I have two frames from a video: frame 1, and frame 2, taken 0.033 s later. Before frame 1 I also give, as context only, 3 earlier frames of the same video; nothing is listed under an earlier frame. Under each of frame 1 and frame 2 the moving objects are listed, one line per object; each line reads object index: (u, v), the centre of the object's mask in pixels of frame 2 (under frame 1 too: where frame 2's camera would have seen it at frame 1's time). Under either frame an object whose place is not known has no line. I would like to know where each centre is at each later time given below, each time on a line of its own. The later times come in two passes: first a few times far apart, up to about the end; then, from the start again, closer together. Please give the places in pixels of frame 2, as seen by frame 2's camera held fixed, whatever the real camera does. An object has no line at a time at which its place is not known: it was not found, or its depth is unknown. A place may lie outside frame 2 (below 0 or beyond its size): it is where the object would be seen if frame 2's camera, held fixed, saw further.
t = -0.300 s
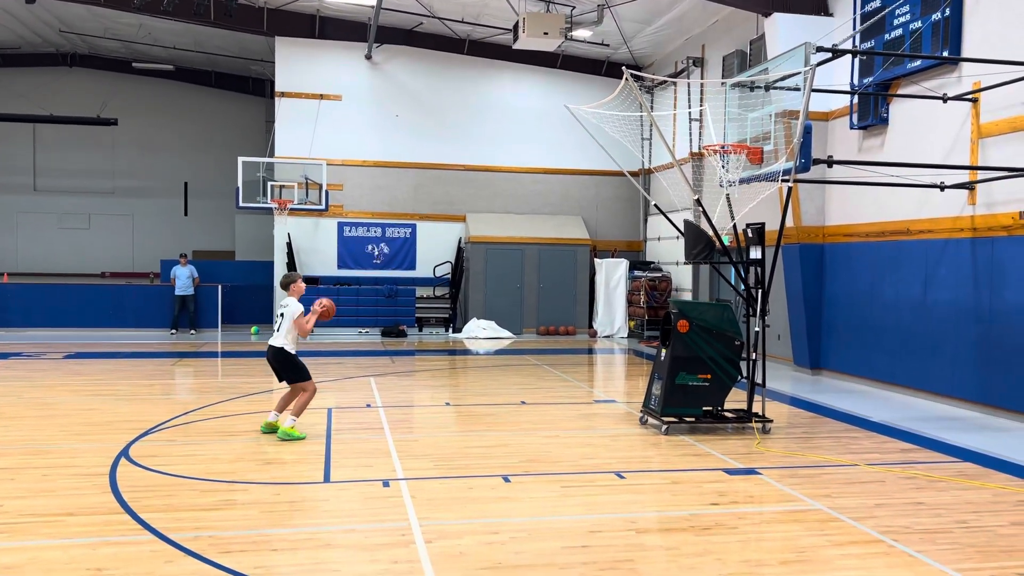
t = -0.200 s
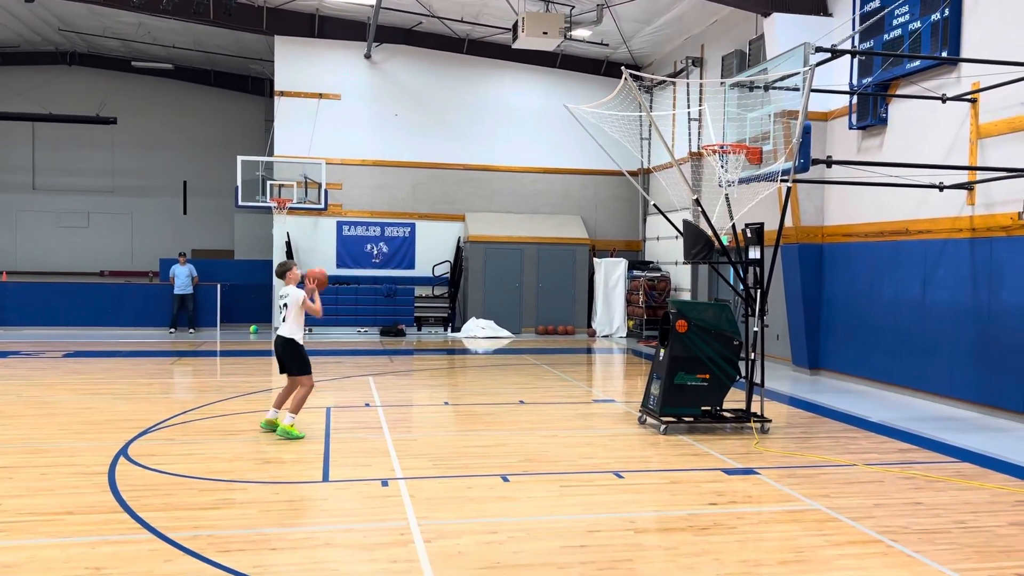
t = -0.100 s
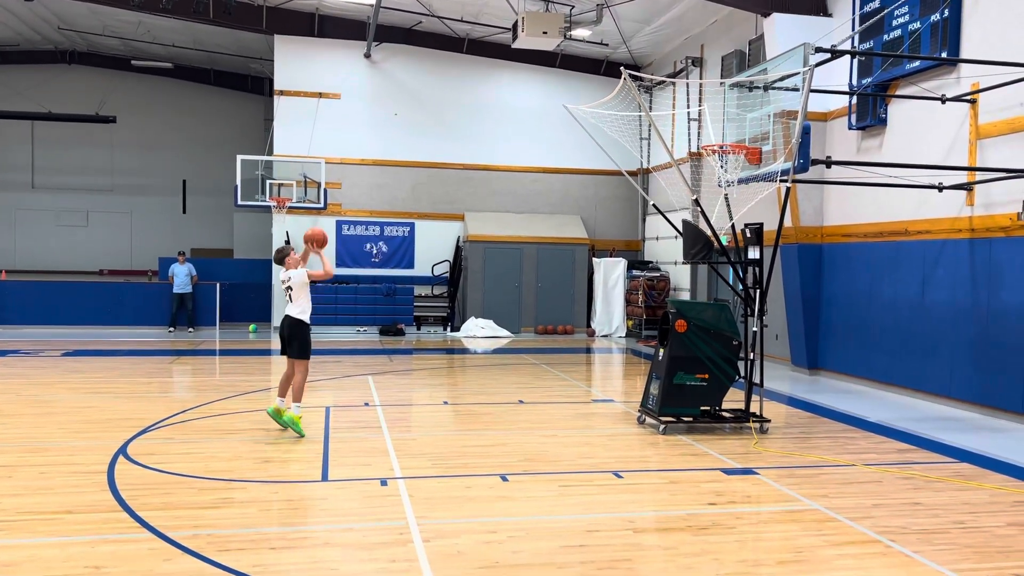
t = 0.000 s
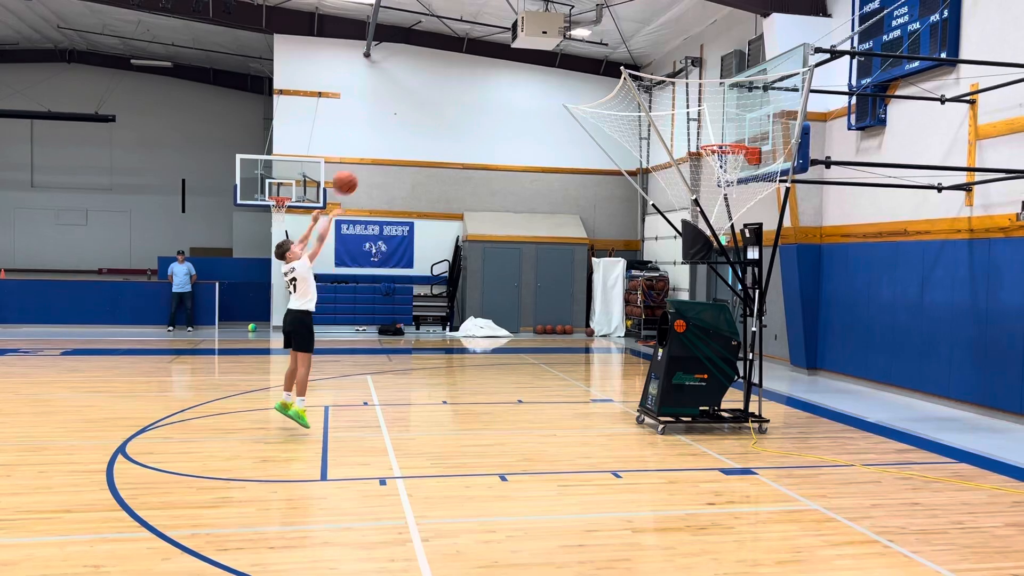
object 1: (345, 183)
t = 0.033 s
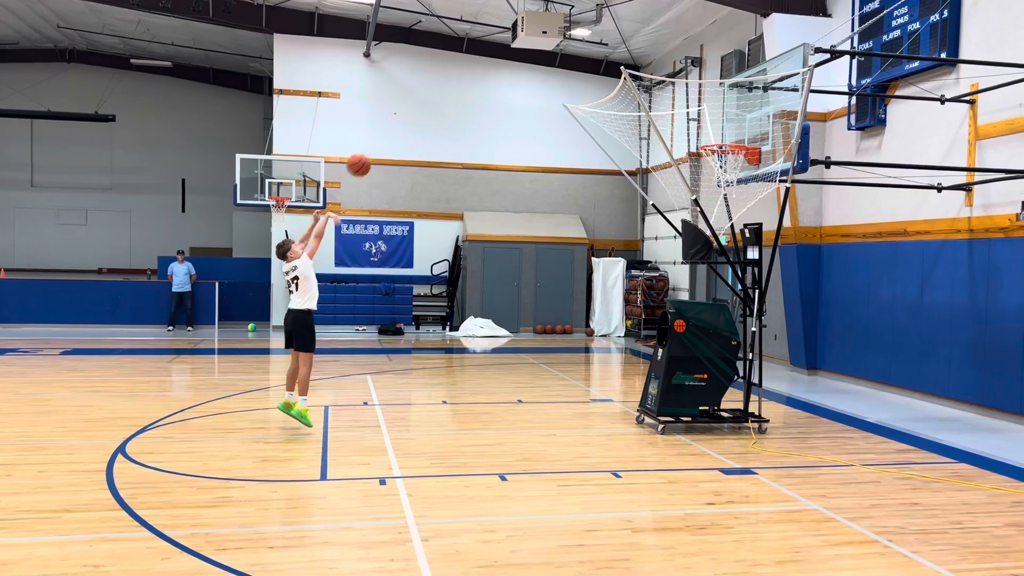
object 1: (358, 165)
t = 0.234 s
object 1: (438, 81)
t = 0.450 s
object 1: (521, 37)
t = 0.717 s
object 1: (619, 42)
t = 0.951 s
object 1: (699, 100)
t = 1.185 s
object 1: (717, 141)
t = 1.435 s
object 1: (730, 132)
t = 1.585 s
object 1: (723, 139)
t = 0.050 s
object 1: (365, 156)
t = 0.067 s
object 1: (372, 148)
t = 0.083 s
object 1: (379, 140)
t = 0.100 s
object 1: (385, 132)
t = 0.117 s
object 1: (392, 125)
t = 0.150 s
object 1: (405, 111)
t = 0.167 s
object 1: (412, 105)
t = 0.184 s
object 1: (418, 99)
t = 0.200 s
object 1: (425, 93)
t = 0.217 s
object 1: (432, 87)
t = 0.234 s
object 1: (438, 81)
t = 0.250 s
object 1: (444, 76)
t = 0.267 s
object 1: (451, 71)
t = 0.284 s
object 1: (457, 67)
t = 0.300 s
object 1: (464, 62)
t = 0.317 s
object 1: (470, 58)
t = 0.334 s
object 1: (477, 55)
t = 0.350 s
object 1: (483, 52)
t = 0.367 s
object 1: (489, 48)
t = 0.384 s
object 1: (496, 46)
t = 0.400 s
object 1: (502, 43)
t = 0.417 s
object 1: (508, 40)
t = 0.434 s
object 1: (515, 38)
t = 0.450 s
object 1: (521, 37)
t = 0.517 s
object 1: (546, 32)
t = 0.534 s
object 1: (552, 31)
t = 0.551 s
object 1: (558, 31)
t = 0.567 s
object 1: (564, 31)
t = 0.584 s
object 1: (570, 31)
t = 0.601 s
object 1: (577, 31)
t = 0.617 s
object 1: (583, 32)
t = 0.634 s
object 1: (590, 33)
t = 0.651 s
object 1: (596, 34)
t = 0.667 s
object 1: (602, 36)
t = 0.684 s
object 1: (607, 38)
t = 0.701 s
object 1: (613, 39)
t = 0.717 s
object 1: (619, 42)
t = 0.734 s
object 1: (625, 44)
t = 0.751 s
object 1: (631, 47)
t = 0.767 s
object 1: (637, 50)
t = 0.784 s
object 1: (643, 54)
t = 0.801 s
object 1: (649, 57)
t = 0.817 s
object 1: (654, 61)
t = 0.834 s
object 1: (660, 64)
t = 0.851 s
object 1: (666, 68)
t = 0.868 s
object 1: (671, 73)
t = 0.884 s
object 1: (676, 79)
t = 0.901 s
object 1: (682, 83)
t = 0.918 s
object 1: (688, 90)
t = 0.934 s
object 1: (693, 94)
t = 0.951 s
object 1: (699, 100)
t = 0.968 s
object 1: (705, 106)
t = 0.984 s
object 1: (710, 113)
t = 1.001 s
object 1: (716, 120)
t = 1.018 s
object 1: (722, 126)
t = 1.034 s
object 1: (727, 132)
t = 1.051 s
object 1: (732, 138)
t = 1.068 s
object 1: (732, 139)
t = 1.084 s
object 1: (730, 140)
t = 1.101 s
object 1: (727, 140)
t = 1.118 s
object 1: (724, 140)
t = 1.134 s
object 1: (721, 140)
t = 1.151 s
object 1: (718, 140)
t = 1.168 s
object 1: (717, 143)
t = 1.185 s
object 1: (717, 141)
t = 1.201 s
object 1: (716, 139)
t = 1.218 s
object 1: (720, 138)
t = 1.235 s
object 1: (725, 137)
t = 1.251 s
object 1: (730, 137)
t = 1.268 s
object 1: (733, 137)
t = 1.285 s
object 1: (735, 137)
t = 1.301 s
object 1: (735, 136)
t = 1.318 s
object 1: (734, 135)
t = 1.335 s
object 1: (734, 134)
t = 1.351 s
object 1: (733, 133)
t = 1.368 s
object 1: (733, 133)
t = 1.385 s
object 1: (732, 133)
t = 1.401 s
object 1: (731, 132)
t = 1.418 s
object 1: (731, 132)
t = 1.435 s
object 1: (730, 132)
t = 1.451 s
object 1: (729, 133)
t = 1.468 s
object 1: (728, 133)
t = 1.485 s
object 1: (728, 134)
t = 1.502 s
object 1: (727, 134)
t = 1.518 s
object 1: (726, 135)
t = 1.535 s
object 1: (725, 136)
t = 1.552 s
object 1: (725, 137)
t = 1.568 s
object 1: (724, 138)
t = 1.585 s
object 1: (723, 139)
